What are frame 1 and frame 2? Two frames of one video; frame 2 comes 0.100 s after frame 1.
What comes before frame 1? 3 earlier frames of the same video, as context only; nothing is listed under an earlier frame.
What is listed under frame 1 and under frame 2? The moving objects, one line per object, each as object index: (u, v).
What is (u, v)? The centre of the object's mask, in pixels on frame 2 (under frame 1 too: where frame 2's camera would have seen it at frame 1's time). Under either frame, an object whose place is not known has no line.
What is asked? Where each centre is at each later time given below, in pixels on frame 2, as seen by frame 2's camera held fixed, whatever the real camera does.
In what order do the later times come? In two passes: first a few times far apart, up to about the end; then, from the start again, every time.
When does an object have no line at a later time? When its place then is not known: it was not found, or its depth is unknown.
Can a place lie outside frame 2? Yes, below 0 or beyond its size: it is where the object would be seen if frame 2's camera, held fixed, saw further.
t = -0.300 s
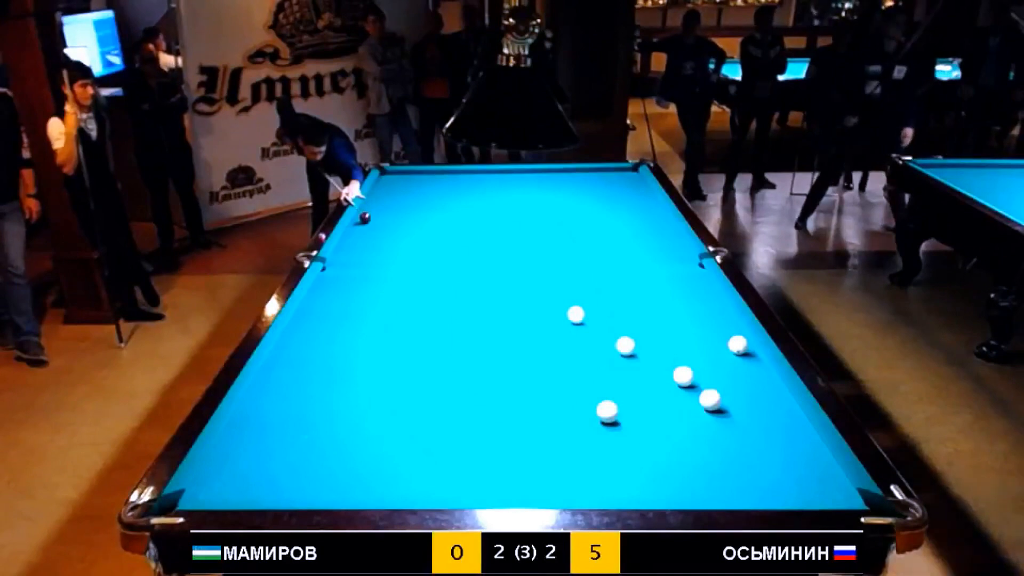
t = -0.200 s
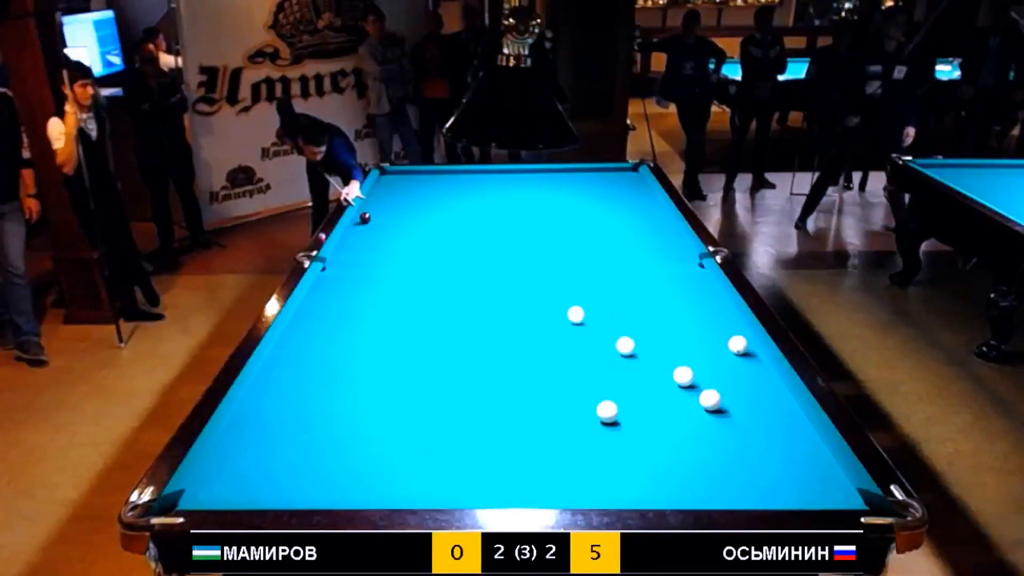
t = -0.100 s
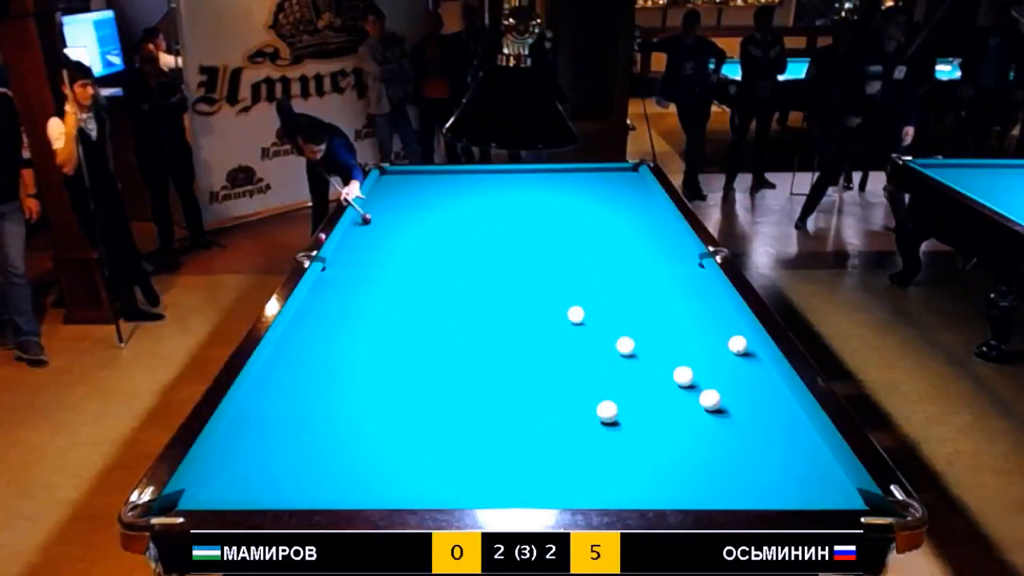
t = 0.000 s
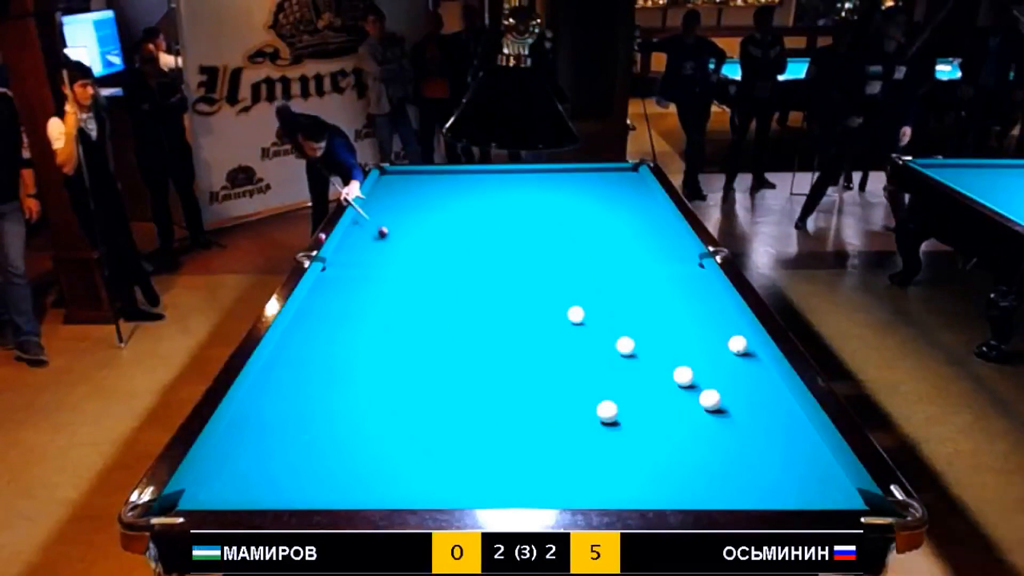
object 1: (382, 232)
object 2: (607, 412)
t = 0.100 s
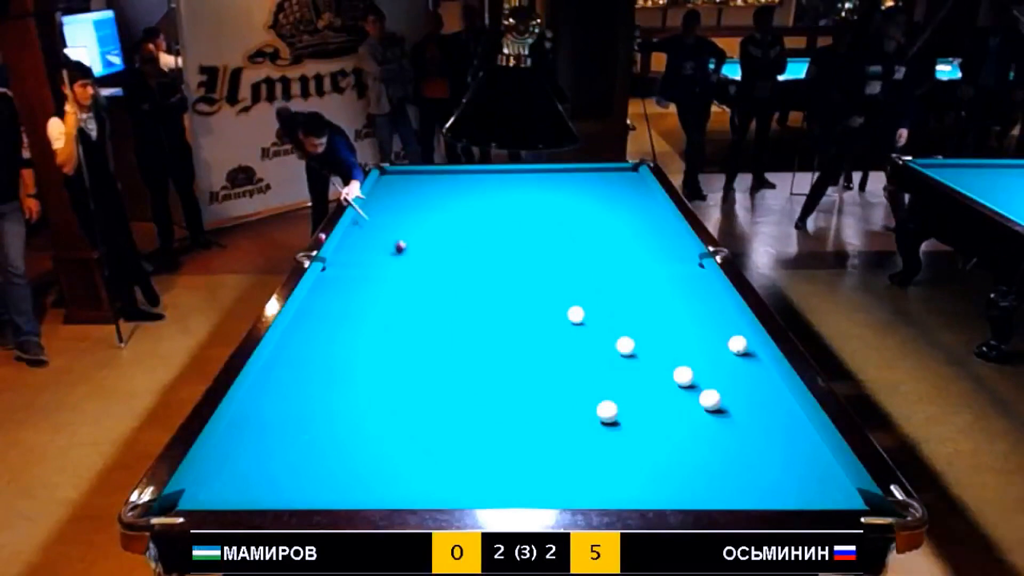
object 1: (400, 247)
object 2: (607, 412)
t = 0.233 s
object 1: (426, 269)
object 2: (607, 412)
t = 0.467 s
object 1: (484, 316)
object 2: (607, 412)
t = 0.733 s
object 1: (579, 396)
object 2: (607, 411)
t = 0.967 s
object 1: (570, 441)
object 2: (738, 464)
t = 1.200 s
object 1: (565, 490)
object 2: (833, 477)
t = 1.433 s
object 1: (544, 461)
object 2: (778, 449)
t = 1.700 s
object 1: (523, 429)
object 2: (722, 422)
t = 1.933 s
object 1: (507, 404)
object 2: (679, 401)
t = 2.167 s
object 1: (493, 382)
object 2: (641, 382)
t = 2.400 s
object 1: (482, 364)
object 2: (608, 366)
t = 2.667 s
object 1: (469, 345)
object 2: (574, 348)
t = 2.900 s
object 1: (460, 331)
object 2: (547, 335)
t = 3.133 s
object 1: (452, 318)
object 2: (523, 324)
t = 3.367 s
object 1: (444, 306)
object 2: (501, 313)
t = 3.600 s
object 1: (437, 295)
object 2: (481, 303)
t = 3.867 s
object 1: (430, 284)
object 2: (460, 293)
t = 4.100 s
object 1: (424, 275)
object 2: (444, 285)
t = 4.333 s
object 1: (419, 267)
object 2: (429, 277)
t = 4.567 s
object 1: (414, 258)
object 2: (414, 270)
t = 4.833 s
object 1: (410, 252)
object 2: (400, 263)
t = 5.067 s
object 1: (406, 246)
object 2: (388, 257)
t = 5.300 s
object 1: (402, 240)
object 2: (377, 252)
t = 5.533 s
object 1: (399, 235)
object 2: (367, 247)
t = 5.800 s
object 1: (395, 229)
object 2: (357, 241)
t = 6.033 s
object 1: (392, 225)
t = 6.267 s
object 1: (390, 221)
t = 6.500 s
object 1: (388, 218)
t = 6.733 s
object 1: (386, 214)
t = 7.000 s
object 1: (384, 211)
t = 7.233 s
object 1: (383, 208)
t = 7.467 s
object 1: (382, 205)
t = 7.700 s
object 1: (381, 203)
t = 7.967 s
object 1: (379, 201)
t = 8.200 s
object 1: (379, 199)
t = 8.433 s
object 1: (378, 197)
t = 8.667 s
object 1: (378, 196)
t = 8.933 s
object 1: (378, 194)
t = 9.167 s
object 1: (378, 193)
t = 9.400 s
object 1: (378, 192)
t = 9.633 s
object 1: (378, 192)
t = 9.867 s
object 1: (378, 191)
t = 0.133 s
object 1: (406, 252)
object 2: (607, 412)
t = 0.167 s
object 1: (413, 258)
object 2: (607, 412)
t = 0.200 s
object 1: (419, 263)
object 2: (607, 412)
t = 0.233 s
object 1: (426, 269)
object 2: (607, 412)
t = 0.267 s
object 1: (433, 275)
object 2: (607, 412)
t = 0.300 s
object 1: (441, 281)
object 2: (607, 412)
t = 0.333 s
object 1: (449, 287)
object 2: (607, 412)
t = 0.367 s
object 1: (457, 294)
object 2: (607, 412)
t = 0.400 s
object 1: (466, 301)
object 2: (607, 412)
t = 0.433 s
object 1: (474, 309)
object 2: (607, 412)
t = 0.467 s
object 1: (484, 316)
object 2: (607, 412)
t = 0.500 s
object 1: (494, 325)
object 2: (607, 412)
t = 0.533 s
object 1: (504, 333)
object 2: (607, 412)
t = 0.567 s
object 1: (515, 342)
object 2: (607, 412)
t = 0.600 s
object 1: (526, 352)
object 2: (607, 412)
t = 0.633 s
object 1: (538, 362)
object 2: (607, 412)
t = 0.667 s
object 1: (550, 373)
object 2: (607, 411)
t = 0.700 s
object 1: (564, 384)
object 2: (607, 412)
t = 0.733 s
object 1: (579, 396)
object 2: (607, 411)
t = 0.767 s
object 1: (588, 407)
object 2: (612, 412)
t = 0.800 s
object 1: (584, 412)
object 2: (633, 420)
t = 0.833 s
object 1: (580, 417)
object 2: (653, 429)
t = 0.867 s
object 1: (576, 422)
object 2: (674, 438)
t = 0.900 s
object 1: (573, 428)
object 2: (696, 447)
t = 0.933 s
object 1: (571, 434)
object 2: (717, 455)
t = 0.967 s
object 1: (570, 441)
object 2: (738, 464)
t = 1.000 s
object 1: (569, 448)
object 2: (758, 472)
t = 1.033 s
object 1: (568, 456)
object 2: (778, 480)
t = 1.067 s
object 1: (568, 464)
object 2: (798, 487)
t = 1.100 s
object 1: (567, 472)
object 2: (814, 490)
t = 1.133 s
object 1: (567, 481)
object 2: (821, 486)
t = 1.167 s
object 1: (566, 487)
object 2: (827, 481)
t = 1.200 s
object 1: (565, 490)
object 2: (833, 477)
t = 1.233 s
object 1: (562, 488)
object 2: (827, 473)
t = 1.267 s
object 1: (559, 485)
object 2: (818, 469)
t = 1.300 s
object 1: (556, 481)
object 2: (809, 464)
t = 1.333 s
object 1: (552, 476)
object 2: (801, 461)
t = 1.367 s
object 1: (550, 471)
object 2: (793, 457)
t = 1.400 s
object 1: (546, 466)
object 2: (786, 453)
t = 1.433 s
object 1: (544, 461)
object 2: (778, 449)
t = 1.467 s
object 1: (541, 457)
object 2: (771, 446)
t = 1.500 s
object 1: (538, 453)
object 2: (763, 442)
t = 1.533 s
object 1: (535, 448)
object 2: (755, 438)
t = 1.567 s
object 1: (533, 444)
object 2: (749, 435)
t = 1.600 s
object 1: (530, 440)
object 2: (742, 432)
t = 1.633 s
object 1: (528, 436)
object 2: (735, 428)
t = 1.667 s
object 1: (525, 432)
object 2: (728, 425)
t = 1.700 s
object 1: (523, 429)
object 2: (722, 422)
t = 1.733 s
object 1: (520, 425)
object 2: (715, 418)
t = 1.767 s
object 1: (518, 421)
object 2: (709, 416)
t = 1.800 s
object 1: (516, 417)
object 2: (703, 412)
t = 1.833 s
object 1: (514, 414)
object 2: (696, 410)
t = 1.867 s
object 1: (511, 410)
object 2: (690, 406)
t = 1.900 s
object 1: (509, 407)
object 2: (685, 403)
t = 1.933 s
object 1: (507, 404)
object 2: (679, 401)
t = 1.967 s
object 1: (505, 400)
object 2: (673, 398)
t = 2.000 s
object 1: (503, 397)
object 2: (667, 395)
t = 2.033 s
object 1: (501, 394)
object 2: (662, 393)
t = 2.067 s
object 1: (499, 391)
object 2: (657, 390)
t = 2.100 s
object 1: (497, 388)
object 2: (652, 387)
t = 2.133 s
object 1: (495, 385)
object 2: (646, 385)
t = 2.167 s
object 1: (493, 382)
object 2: (641, 382)
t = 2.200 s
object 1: (492, 379)
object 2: (636, 380)
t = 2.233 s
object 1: (490, 377)
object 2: (631, 377)
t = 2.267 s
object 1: (488, 374)
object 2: (626, 375)
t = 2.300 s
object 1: (486, 371)
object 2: (621, 372)
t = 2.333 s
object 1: (485, 369)
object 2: (617, 370)
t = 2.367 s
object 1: (483, 366)
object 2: (612, 368)
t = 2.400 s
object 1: (482, 364)
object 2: (608, 366)
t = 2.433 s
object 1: (480, 361)
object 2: (603, 363)
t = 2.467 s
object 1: (478, 359)
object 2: (599, 361)
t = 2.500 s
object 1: (477, 356)
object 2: (594, 359)
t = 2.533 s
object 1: (475, 354)
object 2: (590, 357)
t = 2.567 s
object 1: (474, 352)
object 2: (586, 355)
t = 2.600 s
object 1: (472, 349)
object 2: (582, 353)
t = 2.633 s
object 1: (471, 347)
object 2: (578, 351)
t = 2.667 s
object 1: (469, 345)
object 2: (574, 348)
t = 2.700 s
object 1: (468, 343)
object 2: (570, 347)
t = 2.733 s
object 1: (467, 341)
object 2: (566, 345)
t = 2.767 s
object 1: (465, 339)
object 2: (562, 343)
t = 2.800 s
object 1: (464, 337)
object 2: (558, 341)
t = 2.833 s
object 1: (463, 334)
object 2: (555, 339)
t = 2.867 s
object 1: (461, 332)
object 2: (551, 337)
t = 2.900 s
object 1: (460, 331)
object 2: (547, 335)
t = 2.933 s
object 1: (459, 329)
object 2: (544, 334)
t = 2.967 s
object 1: (457, 327)
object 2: (540, 332)
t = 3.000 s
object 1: (456, 325)
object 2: (537, 330)
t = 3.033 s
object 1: (455, 323)
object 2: (533, 328)
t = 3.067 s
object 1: (454, 321)
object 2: (530, 327)
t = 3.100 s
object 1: (453, 319)
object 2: (527, 325)
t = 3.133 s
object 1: (452, 318)
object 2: (523, 324)
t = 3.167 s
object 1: (450, 316)
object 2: (520, 322)
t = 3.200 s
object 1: (449, 314)
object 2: (517, 320)
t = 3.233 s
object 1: (448, 312)
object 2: (514, 319)
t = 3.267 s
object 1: (447, 311)
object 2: (511, 317)
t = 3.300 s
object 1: (446, 309)
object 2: (508, 316)
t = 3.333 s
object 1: (445, 307)
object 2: (505, 314)
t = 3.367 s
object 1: (444, 306)
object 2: (501, 313)
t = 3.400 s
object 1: (443, 304)
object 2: (498, 311)
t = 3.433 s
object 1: (442, 302)
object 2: (495, 310)
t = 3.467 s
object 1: (441, 301)
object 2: (493, 308)
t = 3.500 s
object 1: (440, 299)
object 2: (490, 307)
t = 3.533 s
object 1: (439, 298)
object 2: (487, 306)
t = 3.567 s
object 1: (438, 296)
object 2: (484, 304)
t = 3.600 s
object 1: (437, 295)
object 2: (481, 303)
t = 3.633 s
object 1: (436, 294)
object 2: (479, 302)
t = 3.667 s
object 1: (435, 292)
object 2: (476, 300)
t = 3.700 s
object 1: (434, 291)
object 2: (473, 299)
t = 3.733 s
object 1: (433, 289)
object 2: (471, 298)
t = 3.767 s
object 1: (432, 288)
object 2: (468, 296)
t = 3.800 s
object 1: (431, 287)
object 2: (466, 295)
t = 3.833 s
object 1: (431, 285)
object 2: (463, 294)
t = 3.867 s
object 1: (430, 284)
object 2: (460, 293)
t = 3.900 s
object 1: (429, 283)
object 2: (458, 292)
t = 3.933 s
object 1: (428, 282)
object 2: (456, 290)
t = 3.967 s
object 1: (427, 280)
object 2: (453, 289)
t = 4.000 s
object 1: (426, 279)
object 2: (451, 288)
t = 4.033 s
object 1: (425, 277)
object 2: (449, 287)
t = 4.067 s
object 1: (425, 276)
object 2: (446, 286)
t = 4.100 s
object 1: (424, 275)
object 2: (444, 285)
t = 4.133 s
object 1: (423, 274)
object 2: (442, 284)
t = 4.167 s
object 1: (423, 273)
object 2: (439, 283)
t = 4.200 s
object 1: (422, 272)
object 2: (437, 282)
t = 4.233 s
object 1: (421, 270)
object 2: (435, 280)
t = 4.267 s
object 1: (420, 269)
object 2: (433, 279)
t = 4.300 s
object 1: (419, 268)
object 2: (431, 278)
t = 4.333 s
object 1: (419, 267)
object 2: (429, 277)
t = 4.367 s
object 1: (418, 265)
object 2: (427, 276)
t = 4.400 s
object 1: (417, 264)
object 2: (425, 275)
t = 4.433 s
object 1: (416, 263)
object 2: (422, 274)
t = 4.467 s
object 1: (416, 261)
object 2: (421, 273)
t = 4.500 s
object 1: (415, 260)
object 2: (419, 272)
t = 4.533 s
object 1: (415, 259)
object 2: (417, 271)
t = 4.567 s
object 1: (414, 258)
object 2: (414, 270)
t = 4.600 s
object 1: (414, 257)
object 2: (413, 269)
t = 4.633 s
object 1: (413, 256)
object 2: (411, 268)
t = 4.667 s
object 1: (413, 255)
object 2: (409, 267)
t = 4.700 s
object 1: (412, 255)
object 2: (407, 266)
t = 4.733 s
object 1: (412, 254)
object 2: (405, 265)
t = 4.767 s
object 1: (411, 253)
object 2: (404, 264)
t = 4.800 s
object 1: (410, 252)
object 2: (402, 264)
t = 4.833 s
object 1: (410, 252)
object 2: (400, 263)
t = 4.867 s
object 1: (409, 251)
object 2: (398, 262)
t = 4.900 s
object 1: (408, 250)
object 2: (396, 261)
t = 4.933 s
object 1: (408, 249)
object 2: (395, 260)
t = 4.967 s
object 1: (407, 248)
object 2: (393, 259)
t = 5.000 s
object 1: (407, 248)
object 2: (392, 258)
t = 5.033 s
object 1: (406, 247)
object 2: (390, 258)
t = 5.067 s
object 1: (406, 246)
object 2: (388, 257)
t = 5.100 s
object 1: (405, 245)
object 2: (387, 256)
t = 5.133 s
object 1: (404, 244)
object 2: (385, 255)
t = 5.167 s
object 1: (404, 243)
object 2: (383, 255)
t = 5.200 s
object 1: (404, 242)
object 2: (381, 254)
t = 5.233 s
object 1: (403, 242)
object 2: (380, 253)
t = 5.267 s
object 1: (403, 241)
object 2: (379, 252)
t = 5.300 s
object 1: (402, 240)
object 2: (377, 252)
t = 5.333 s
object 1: (401, 240)
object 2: (376, 251)
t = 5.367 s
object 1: (401, 239)
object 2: (374, 250)
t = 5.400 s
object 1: (400, 238)
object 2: (373, 249)
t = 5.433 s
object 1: (400, 237)
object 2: (371, 249)
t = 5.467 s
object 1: (400, 236)
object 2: (370, 248)
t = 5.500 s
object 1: (399, 236)
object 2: (369, 247)
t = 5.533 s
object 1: (399, 235)
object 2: (367, 247)
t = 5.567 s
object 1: (398, 234)
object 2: (366, 246)
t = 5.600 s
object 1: (398, 234)
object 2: (364, 245)
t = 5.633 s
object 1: (397, 233)
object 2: (363, 244)
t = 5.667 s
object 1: (397, 232)
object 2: (362, 244)
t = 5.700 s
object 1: (397, 232)
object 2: (361, 243)
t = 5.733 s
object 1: (396, 231)
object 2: (359, 242)
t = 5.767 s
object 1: (396, 230)
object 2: (358, 242)
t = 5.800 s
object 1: (395, 229)
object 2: (357, 241)
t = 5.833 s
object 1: (395, 229)
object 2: (355, 240)
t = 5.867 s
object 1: (394, 228)
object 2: (354, 240)
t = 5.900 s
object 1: (394, 228)
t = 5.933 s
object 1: (394, 227)
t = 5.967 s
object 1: (393, 226)
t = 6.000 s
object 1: (393, 226)
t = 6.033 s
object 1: (392, 225)
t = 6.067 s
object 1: (392, 225)
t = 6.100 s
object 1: (392, 224)
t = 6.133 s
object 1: (391, 223)
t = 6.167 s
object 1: (391, 223)
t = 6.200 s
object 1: (391, 222)
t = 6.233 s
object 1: (390, 222)
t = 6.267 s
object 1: (390, 221)
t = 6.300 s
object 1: (390, 221)
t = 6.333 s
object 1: (389, 220)
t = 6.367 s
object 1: (389, 220)
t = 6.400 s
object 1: (389, 219)
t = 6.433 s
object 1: (388, 219)
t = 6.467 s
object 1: (388, 218)
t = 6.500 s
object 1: (388, 218)
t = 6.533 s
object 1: (388, 217)
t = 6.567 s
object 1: (388, 216)
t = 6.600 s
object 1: (387, 216)
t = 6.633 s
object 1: (387, 215)
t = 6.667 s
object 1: (387, 215)
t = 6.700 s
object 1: (386, 214)
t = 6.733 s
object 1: (386, 214)
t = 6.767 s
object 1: (386, 214)
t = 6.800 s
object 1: (386, 213)
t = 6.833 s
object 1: (385, 213)
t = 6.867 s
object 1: (385, 212)
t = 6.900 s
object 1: (385, 212)
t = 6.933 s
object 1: (385, 211)
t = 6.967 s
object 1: (384, 211)
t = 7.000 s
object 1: (384, 211)
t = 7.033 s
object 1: (384, 210)
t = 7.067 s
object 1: (384, 210)
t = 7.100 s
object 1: (384, 209)
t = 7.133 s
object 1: (383, 209)
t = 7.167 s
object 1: (383, 209)
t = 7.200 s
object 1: (383, 208)
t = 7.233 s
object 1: (383, 208)
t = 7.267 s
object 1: (383, 208)
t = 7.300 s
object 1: (383, 207)
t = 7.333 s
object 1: (382, 207)
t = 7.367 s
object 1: (382, 206)
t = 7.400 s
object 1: (382, 206)
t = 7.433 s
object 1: (382, 206)
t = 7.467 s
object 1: (382, 205)
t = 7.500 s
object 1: (381, 205)
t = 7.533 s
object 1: (381, 205)
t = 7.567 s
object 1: (381, 204)
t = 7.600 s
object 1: (381, 204)
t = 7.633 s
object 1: (381, 204)
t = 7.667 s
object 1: (381, 203)
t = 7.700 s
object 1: (381, 203)
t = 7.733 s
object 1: (380, 203)
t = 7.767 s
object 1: (380, 202)
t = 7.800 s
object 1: (380, 202)
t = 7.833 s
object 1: (380, 202)
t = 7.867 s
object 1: (380, 202)
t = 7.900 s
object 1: (380, 201)
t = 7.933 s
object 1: (380, 201)
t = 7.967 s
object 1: (379, 201)
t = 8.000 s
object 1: (379, 200)
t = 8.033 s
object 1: (379, 200)
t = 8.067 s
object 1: (379, 200)
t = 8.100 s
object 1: (379, 200)
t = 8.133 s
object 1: (379, 199)
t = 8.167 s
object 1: (379, 199)
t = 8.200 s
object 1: (379, 199)
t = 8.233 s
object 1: (379, 198)
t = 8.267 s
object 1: (379, 198)
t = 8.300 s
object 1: (378, 198)
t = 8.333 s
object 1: (378, 198)
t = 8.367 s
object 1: (378, 198)
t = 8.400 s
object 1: (378, 197)
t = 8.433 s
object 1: (378, 197)
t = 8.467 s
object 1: (378, 197)
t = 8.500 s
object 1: (378, 197)
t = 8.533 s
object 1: (378, 197)
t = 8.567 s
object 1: (378, 196)
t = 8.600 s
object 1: (378, 196)
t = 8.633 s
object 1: (378, 196)
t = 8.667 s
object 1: (378, 196)
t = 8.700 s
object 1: (378, 196)
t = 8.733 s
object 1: (378, 195)
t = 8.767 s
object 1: (378, 195)
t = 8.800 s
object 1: (378, 195)
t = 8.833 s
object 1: (378, 195)
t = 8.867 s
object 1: (378, 195)
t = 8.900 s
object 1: (378, 194)
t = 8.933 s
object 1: (378, 194)
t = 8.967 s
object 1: (378, 194)
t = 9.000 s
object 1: (378, 194)
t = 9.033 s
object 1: (378, 194)
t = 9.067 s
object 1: (378, 194)
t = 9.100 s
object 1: (378, 194)
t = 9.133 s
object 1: (378, 193)
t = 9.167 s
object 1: (378, 193)
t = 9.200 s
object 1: (378, 193)
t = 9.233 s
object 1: (378, 193)
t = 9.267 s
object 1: (378, 193)
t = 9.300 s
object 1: (378, 193)
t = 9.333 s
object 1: (378, 193)
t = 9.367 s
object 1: (378, 193)
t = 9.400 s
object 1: (378, 192)
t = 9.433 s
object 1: (378, 192)
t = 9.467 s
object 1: (378, 192)
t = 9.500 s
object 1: (378, 192)
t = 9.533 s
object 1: (378, 192)
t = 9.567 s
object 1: (378, 192)
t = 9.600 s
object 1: (378, 192)
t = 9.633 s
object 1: (378, 192)
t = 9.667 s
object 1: (378, 192)
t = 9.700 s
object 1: (378, 192)
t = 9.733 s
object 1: (378, 192)
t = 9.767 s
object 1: (378, 192)
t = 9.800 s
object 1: (378, 191)
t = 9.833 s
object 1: (378, 191)
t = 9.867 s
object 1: (378, 191)
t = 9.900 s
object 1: (378, 191)
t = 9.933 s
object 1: (378, 191)
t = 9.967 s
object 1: (378, 191)
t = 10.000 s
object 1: (379, 191)
